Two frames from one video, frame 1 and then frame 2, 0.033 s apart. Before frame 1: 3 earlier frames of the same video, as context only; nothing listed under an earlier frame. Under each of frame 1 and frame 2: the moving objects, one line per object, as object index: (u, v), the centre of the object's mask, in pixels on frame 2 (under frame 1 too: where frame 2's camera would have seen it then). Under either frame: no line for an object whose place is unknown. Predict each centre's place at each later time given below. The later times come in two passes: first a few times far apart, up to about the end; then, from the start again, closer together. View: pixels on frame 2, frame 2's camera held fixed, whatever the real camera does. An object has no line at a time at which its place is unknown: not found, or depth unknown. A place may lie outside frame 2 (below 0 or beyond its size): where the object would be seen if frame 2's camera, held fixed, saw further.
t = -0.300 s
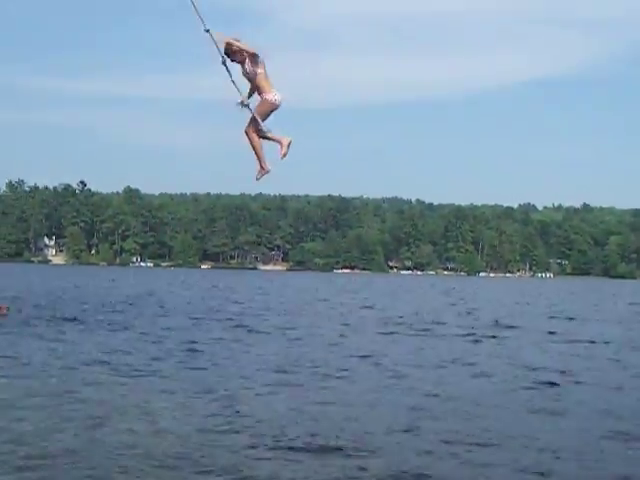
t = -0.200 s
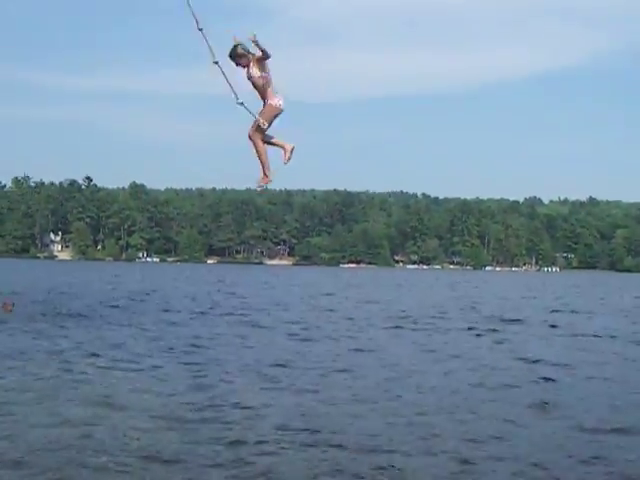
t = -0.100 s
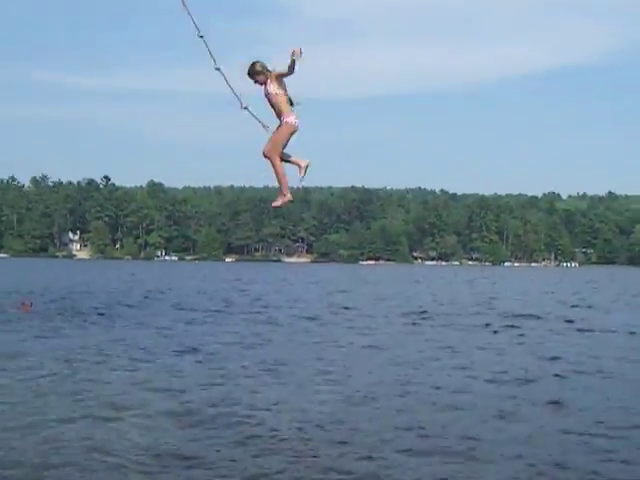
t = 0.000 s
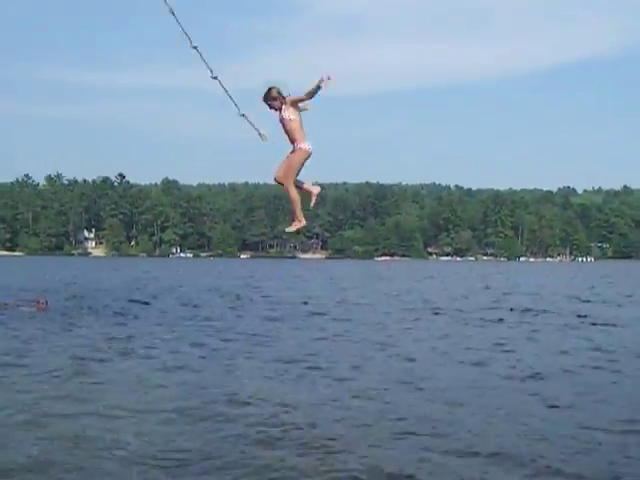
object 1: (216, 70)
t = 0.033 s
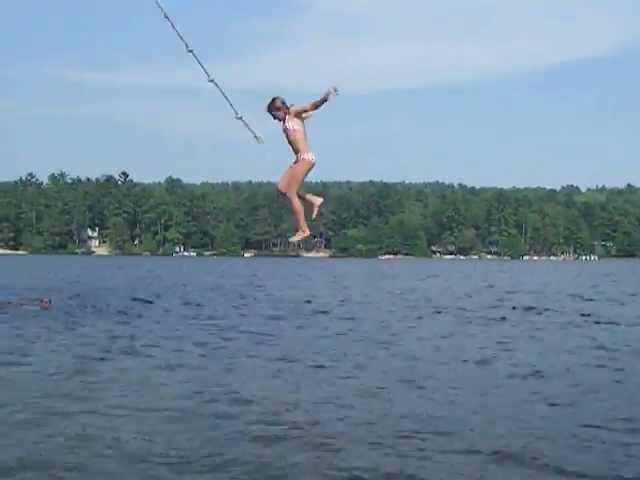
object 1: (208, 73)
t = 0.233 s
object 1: (136, 95)
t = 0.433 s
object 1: (52, 156)
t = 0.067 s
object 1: (198, 76)
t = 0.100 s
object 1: (187, 80)
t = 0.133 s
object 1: (175, 82)
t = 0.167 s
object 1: (164, 87)
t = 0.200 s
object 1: (150, 90)
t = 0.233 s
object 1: (136, 95)
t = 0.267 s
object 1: (119, 98)
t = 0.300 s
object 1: (103, 103)
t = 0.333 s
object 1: (89, 112)
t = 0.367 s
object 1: (73, 119)
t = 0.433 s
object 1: (52, 156)
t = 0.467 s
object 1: (46, 177)
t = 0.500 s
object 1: (36, 197)
